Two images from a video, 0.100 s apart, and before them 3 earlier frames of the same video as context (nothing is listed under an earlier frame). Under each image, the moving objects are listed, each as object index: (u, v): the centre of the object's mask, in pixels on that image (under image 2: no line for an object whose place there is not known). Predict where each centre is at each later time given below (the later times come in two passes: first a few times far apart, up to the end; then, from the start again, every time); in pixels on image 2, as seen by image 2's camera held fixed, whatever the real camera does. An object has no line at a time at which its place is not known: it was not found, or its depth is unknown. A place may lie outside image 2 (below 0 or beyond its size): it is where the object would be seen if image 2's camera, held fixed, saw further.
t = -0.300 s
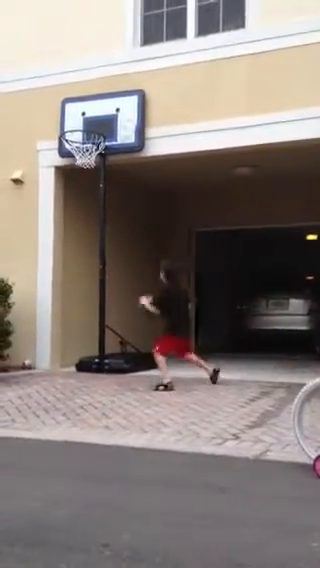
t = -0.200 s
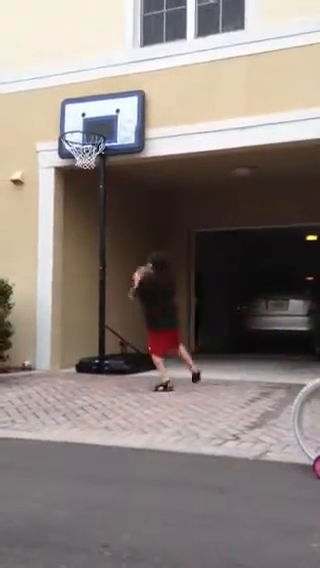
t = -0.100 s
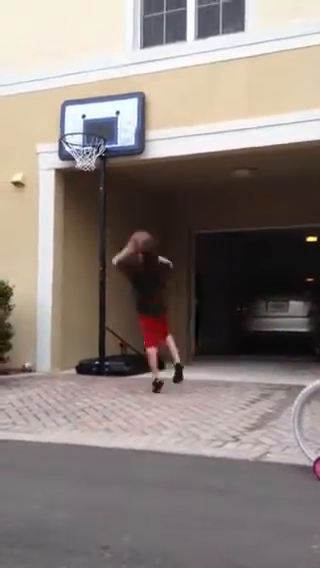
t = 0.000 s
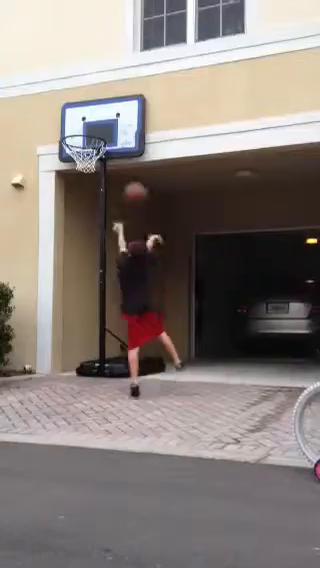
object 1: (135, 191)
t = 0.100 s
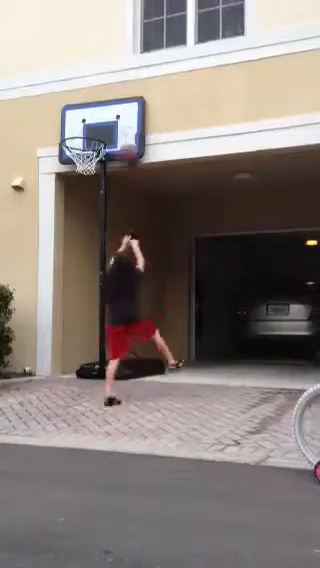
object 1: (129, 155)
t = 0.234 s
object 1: (121, 119)
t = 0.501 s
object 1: (107, 100)
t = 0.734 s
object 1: (92, 127)
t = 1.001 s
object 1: (85, 140)
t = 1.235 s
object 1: (77, 154)
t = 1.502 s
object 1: (77, 165)
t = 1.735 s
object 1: (92, 210)
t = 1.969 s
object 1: (110, 314)
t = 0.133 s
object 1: (127, 146)
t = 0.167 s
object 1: (125, 135)
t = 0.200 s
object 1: (123, 126)
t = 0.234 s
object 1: (121, 119)
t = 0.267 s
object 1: (119, 112)
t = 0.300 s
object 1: (117, 107)
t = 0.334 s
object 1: (116, 104)
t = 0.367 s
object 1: (113, 101)
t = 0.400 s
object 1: (112, 99)
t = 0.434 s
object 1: (110, 98)
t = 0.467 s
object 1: (108, 98)
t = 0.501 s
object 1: (107, 100)
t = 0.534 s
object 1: (106, 102)
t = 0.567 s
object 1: (104, 105)
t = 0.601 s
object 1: (103, 110)
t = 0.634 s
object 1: (100, 112)
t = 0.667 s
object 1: (97, 117)
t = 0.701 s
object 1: (94, 121)
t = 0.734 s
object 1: (92, 127)
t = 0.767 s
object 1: (87, 134)
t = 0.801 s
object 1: (85, 138)
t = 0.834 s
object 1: (82, 138)
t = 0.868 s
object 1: (81, 137)
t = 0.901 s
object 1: (79, 138)
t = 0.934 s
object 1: (81, 137)
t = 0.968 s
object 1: (83, 137)
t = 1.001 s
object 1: (85, 140)
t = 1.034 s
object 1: (88, 142)
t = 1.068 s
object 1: (91, 141)
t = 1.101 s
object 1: (90, 142)
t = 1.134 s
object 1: (91, 141)
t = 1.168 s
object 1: (85, 145)
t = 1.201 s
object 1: (86, 146)
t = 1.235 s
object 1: (77, 154)
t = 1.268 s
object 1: (73, 168)
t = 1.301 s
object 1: (70, 160)
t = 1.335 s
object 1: (69, 161)
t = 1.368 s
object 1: (70, 161)
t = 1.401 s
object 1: (71, 161)
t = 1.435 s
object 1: (73, 168)
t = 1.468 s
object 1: (73, 163)
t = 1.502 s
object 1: (77, 165)
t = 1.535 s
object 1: (79, 172)
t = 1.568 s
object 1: (80, 173)
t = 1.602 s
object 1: (81, 176)
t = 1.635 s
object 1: (82, 180)
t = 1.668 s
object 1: (88, 192)
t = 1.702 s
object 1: (90, 201)
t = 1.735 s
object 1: (92, 210)
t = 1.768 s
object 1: (95, 221)
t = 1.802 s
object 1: (98, 237)
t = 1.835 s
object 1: (100, 251)
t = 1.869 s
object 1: (100, 264)
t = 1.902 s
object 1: (105, 279)
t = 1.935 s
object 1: (103, 292)
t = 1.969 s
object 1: (110, 314)
